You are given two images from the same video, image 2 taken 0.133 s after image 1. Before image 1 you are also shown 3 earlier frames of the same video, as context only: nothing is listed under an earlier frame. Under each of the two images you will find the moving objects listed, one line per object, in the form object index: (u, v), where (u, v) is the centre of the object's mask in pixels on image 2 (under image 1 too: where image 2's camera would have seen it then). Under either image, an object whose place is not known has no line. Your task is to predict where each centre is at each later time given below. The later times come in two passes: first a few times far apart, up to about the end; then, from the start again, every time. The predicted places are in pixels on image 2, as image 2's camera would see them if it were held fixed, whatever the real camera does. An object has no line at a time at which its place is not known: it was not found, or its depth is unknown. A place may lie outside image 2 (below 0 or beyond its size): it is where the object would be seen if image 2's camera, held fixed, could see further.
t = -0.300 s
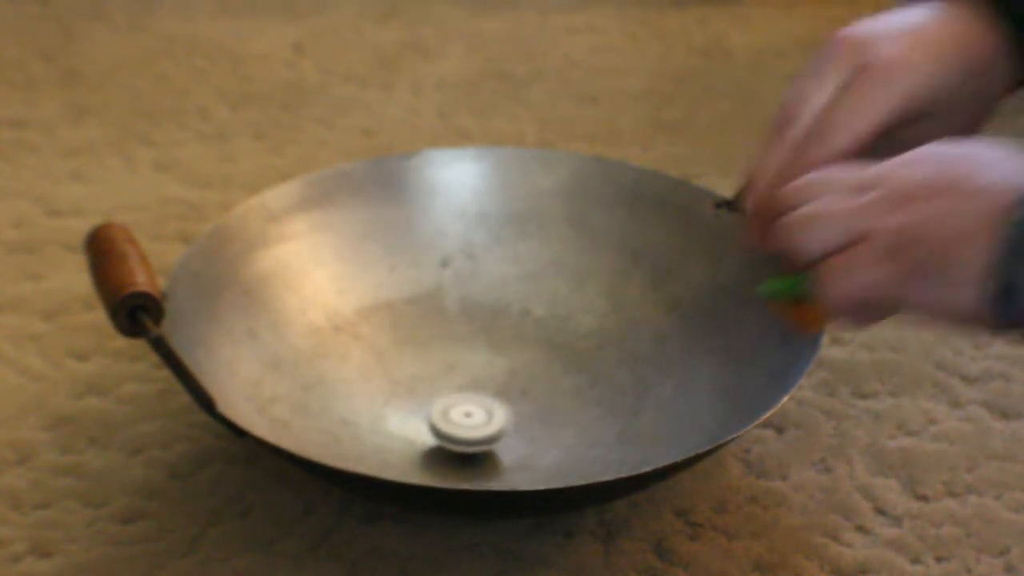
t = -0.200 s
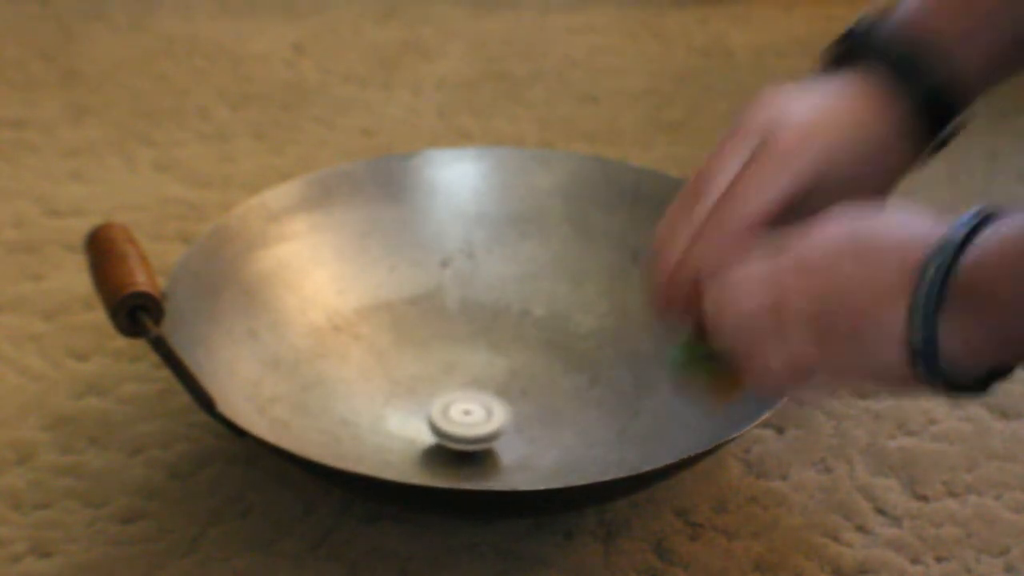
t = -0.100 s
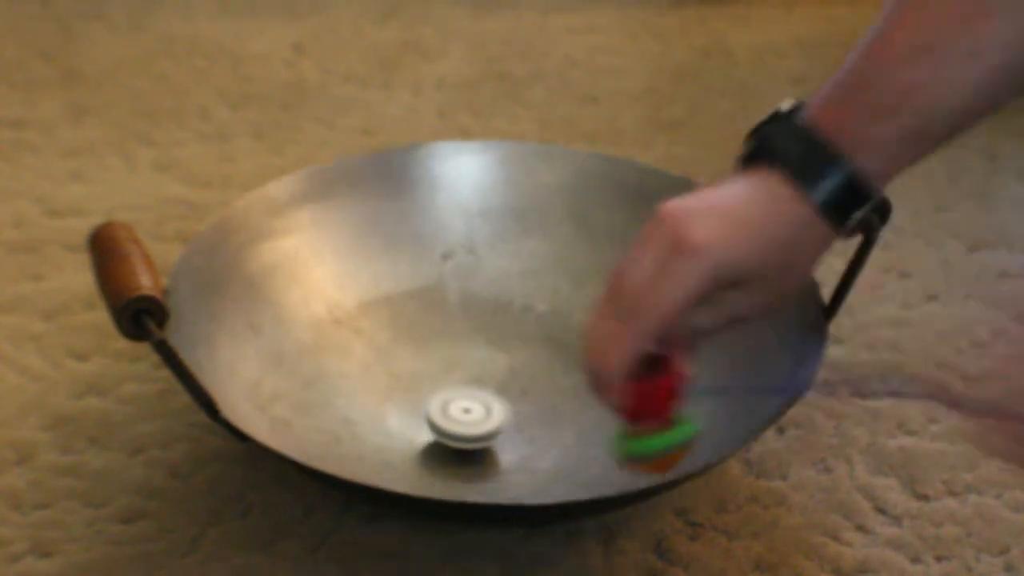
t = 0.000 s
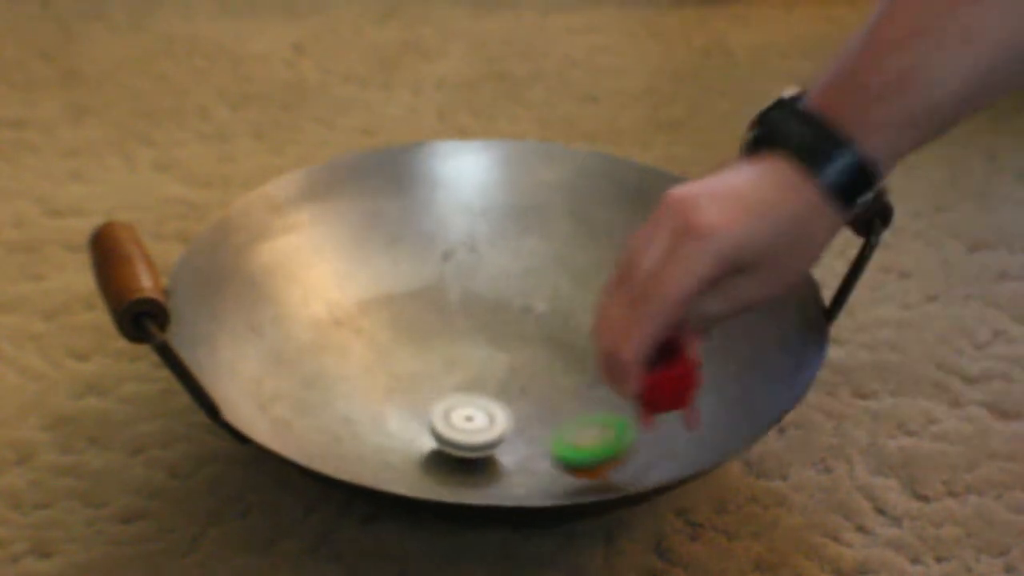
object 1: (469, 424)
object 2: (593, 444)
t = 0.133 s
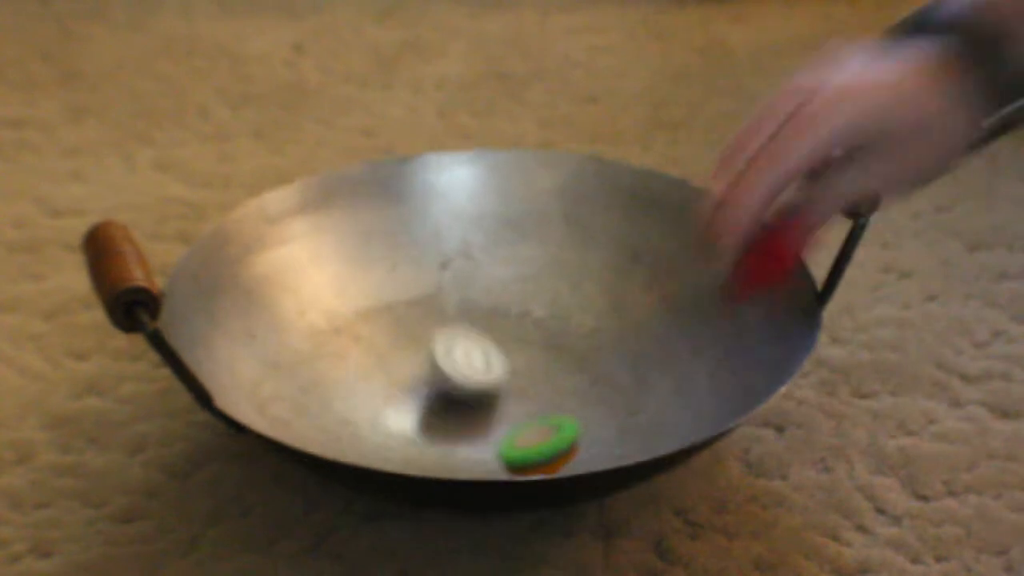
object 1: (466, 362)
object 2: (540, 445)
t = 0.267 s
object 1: (437, 322)
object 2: (531, 458)
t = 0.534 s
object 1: (419, 351)
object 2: (492, 447)
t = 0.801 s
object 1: (541, 373)
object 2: (456, 420)
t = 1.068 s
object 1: (579, 363)
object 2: (446, 392)
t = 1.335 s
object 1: (575, 411)
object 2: (467, 373)
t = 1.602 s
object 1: (568, 444)
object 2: (505, 370)
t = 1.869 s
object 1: (510, 456)
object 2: (535, 392)
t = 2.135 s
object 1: (449, 452)
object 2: (541, 420)
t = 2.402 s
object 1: (417, 423)
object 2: (513, 438)
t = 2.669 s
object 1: (425, 388)
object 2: (471, 439)
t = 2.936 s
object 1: (471, 367)
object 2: (444, 419)
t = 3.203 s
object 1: (525, 374)
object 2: (443, 394)
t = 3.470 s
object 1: (562, 395)
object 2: (473, 382)
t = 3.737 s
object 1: (554, 437)
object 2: (496, 374)
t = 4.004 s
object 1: (508, 455)
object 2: (526, 393)
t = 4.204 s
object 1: (463, 447)
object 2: (533, 412)
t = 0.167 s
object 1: (461, 349)
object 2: (536, 451)
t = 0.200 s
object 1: (453, 339)
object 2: (534, 455)
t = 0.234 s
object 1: (445, 329)
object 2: (532, 457)
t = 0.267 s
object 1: (437, 322)
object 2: (531, 458)
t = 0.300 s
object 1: (429, 318)
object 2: (528, 457)
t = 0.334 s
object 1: (420, 317)
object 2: (524, 456)
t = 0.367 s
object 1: (412, 319)
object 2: (519, 456)
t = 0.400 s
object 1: (407, 322)
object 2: (513, 455)
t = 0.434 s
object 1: (406, 328)
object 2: (508, 453)
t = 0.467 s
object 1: (407, 335)
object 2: (502, 452)
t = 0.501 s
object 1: (412, 341)
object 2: (497, 449)
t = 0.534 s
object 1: (419, 351)
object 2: (492, 447)
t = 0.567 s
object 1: (433, 360)
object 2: (486, 444)
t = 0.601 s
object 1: (448, 367)
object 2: (480, 440)
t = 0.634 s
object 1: (466, 372)
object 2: (476, 435)
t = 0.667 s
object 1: (483, 373)
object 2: (472, 431)
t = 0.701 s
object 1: (499, 376)
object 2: (468, 430)
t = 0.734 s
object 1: (514, 378)
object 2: (463, 427)
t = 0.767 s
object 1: (528, 376)
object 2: (460, 423)
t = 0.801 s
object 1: (541, 373)
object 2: (456, 420)
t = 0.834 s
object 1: (552, 369)
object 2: (452, 416)
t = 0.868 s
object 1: (561, 365)
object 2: (450, 413)
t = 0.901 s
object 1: (568, 362)
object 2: (448, 409)
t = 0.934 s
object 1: (574, 360)
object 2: (446, 406)
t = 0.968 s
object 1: (578, 358)
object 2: (444, 402)
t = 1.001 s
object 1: (581, 358)
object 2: (444, 399)
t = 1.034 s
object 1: (581, 360)
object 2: (444, 396)
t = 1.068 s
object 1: (579, 363)
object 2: (446, 392)
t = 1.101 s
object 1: (578, 367)
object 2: (447, 389)
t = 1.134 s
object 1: (576, 372)
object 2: (449, 387)
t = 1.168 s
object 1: (575, 378)
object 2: (452, 384)
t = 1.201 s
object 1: (574, 385)
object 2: (453, 382)
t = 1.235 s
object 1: (574, 392)
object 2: (457, 379)
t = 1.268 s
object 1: (574, 399)
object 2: (460, 377)
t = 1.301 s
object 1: (575, 405)
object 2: (463, 375)
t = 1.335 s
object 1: (575, 411)
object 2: (467, 373)
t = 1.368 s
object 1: (575, 417)
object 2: (471, 371)
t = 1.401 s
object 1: (575, 422)
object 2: (476, 370)
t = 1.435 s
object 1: (575, 427)
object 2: (481, 369)
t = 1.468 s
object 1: (575, 431)
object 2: (486, 369)
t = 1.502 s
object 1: (574, 435)
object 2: (490, 368)
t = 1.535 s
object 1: (573, 438)
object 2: (495, 369)
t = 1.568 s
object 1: (571, 441)
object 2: (500, 370)
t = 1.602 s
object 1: (568, 444)
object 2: (505, 370)
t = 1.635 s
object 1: (564, 446)
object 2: (510, 372)
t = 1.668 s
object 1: (557, 448)
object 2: (514, 374)
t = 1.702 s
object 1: (552, 449)
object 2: (519, 376)
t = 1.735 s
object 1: (544, 451)
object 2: (524, 379)
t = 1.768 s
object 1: (536, 453)
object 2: (527, 382)
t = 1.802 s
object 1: (529, 454)
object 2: (530, 384)
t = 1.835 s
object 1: (520, 455)
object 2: (533, 389)
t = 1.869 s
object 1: (510, 456)
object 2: (535, 392)
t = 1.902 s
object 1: (501, 457)
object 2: (537, 396)
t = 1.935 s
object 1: (492, 456)
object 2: (539, 399)
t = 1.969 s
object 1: (484, 457)
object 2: (541, 403)
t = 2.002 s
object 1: (478, 456)
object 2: (542, 407)
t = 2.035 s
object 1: (471, 455)
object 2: (542, 410)
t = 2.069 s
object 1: (461, 455)
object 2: (542, 413)
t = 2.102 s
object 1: (455, 454)
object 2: (542, 416)
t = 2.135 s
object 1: (449, 452)
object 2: (541, 420)
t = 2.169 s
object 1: (442, 450)
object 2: (539, 423)
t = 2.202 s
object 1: (435, 446)
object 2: (537, 425)
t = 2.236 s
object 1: (432, 443)
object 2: (533, 428)
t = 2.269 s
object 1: (427, 438)
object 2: (530, 430)
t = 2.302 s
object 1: (425, 436)
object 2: (526, 432)
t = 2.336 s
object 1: (421, 431)
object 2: (523, 434)
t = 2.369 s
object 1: (419, 427)
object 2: (518, 437)
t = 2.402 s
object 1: (417, 423)
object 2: (513, 438)
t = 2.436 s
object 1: (416, 419)
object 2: (509, 440)
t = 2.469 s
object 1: (417, 415)
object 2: (504, 442)
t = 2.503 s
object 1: (417, 411)
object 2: (498, 442)
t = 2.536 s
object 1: (417, 406)
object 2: (493, 443)
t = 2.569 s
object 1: (418, 402)
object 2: (487, 444)
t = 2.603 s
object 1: (420, 397)
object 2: (482, 442)
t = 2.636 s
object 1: (423, 392)
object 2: (476, 441)
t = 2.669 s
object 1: (425, 388)
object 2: (471, 439)
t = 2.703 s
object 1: (430, 384)
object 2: (466, 437)
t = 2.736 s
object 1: (435, 380)
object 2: (461, 435)
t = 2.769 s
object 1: (440, 376)
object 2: (456, 432)
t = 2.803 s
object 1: (445, 373)
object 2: (452, 430)
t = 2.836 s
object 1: (452, 371)
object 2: (449, 427)
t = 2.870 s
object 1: (460, 369)
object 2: (448, 424)
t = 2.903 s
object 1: (466, 368)
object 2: (445, 421)
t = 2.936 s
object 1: (471, 367)
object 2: (444, 419)
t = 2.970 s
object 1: (477, 367)
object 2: (441, 415)
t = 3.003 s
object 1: (485, 367)
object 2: (440, 412)
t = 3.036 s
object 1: (490, 368)
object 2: (439, 407)
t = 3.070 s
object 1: (497, 369)
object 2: (439, 405)
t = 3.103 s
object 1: (504, 370)
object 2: (439, 401)
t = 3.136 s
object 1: (510, 370)
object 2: (440, 398)
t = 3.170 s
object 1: (517, 372)
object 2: (441, 395)
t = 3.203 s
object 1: (525, 374)
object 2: (443, 394)
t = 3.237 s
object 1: (532, 375)
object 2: (444, 393)
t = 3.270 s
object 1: (536, 377)
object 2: (448, 391)
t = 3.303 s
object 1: (543, 380)
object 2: (452, 390)
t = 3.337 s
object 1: (549, 382)
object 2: (456, 389)
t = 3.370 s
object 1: (550, 385)
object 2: (460, 388)
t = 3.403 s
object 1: (555, 388)
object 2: (465, 386)
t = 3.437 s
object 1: (559, 391)
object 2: (470, 385)
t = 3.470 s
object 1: (562, 395)
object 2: (473, 382)
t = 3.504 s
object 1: (564, 402)
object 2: (468, 377)
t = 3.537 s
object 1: (563, 406)
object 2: (469, 374)
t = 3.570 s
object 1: (564, 413)
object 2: (474, 373)
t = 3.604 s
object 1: (565, 418)
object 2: (478, 373)
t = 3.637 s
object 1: (563, 423)
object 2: (482, 372)
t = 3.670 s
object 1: (561, 428)
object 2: (487, 372)
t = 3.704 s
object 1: (558, 432)
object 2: (491, 373)
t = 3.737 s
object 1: (554, 437)
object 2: (496, 374)
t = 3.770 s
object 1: (550, 440)
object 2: (500, 375)
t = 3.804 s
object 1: (545, 444)
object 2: (504, 377)
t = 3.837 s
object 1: (540, 447)
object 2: (508, 379)
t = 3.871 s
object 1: (534, 449)
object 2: (512, 382)
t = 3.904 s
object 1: (525, 451)
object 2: (516, 385)
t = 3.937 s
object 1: (521, 453)
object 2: (520, 387)
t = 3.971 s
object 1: (513, 454)
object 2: (523, 391)
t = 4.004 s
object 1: (508, 455)
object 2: (526, 393)
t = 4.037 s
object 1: (499, 454)
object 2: (527, 397)
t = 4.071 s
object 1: (492, 454)
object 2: (529, 400)
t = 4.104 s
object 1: (484, 453)
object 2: (530, 404)
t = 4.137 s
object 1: (477, 452)
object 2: (530, 407)
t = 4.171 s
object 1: (471, 450)
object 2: (530, 411)
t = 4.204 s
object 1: (463, 447)
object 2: (533, 412)
